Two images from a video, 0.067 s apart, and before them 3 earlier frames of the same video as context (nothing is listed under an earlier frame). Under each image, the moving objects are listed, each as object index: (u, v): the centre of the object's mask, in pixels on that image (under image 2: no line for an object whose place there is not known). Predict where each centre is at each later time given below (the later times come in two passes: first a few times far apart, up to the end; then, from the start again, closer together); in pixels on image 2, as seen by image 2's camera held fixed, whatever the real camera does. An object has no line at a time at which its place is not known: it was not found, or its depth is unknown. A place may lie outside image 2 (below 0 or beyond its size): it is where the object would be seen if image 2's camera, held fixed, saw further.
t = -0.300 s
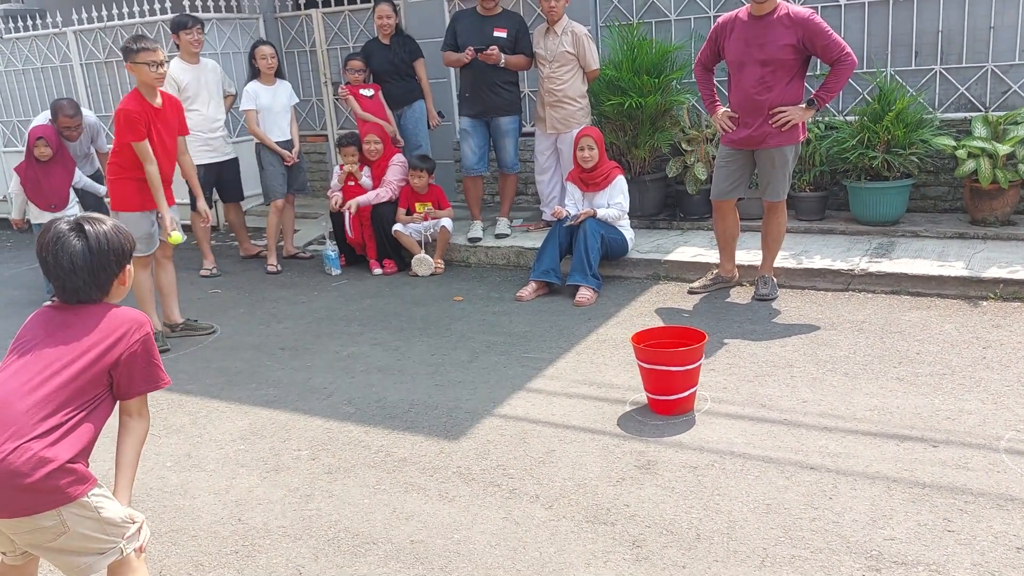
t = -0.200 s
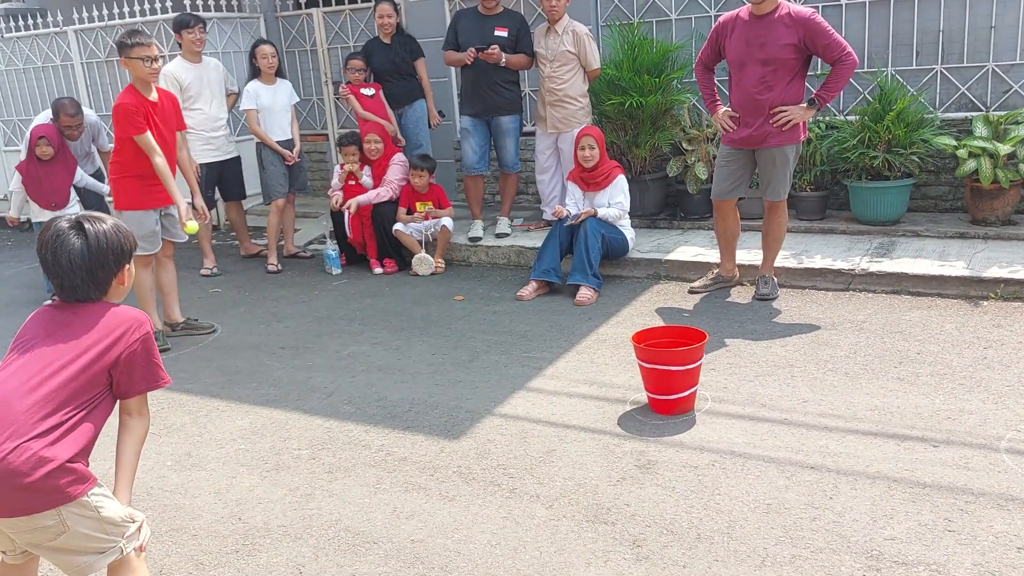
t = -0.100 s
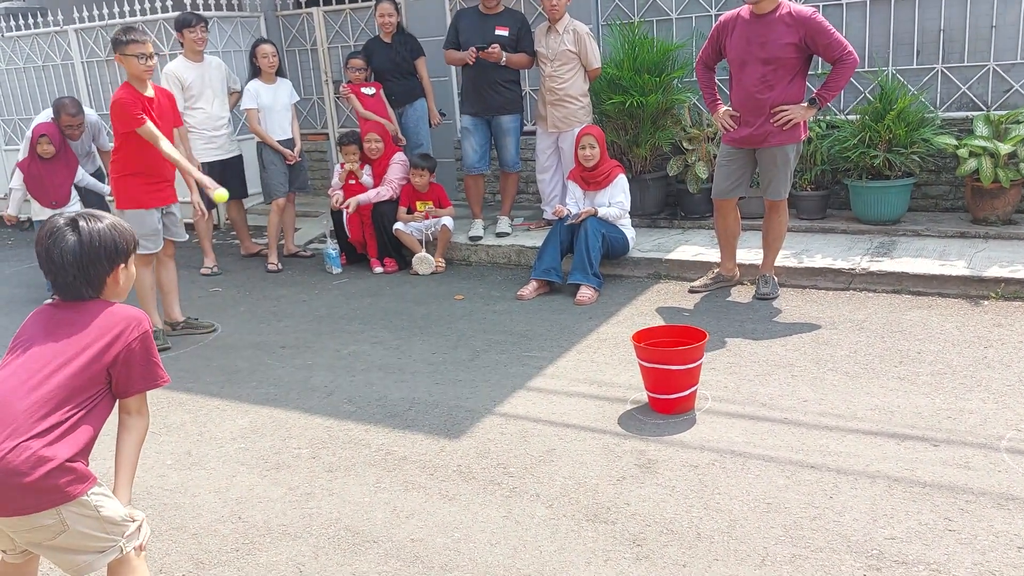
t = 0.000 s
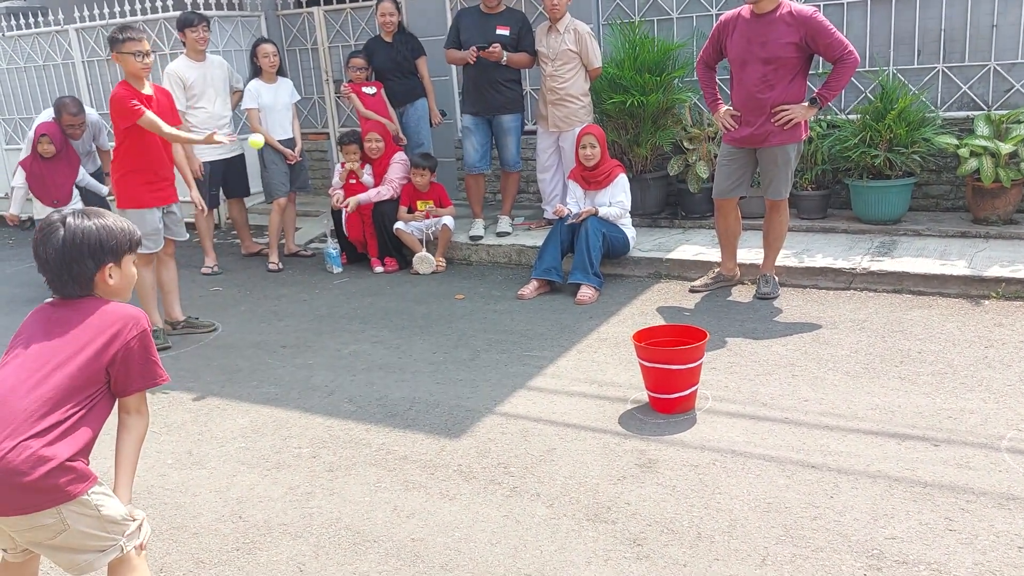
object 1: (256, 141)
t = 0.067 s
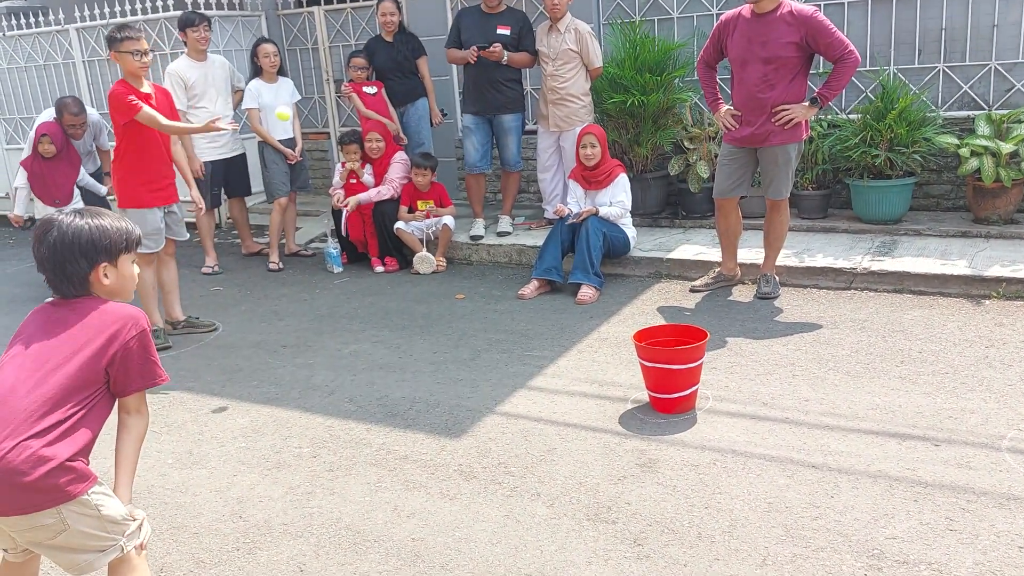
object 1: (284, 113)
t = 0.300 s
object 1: (401, 92)
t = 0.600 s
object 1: (629, 320)
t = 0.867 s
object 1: (768, 275)
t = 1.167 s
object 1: (955, 456)
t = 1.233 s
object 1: (1009, 439)
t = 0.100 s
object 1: (298, 103)
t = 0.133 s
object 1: (313, 94)
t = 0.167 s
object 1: (329, 89)
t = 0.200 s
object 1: (346, 85)
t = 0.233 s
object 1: (364, 85)
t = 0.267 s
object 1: (383, 87)
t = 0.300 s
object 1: (401, 92)
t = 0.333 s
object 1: (421, 100)
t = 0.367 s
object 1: (442, 112)
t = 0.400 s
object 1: (464, 126)
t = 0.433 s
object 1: (486, 143)
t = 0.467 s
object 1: (509, 165)
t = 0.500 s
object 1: (531, 190)
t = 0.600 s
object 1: (629, 320)
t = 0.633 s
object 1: (648, 328)
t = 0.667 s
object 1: (664, 311)
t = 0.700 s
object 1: (680, 298)
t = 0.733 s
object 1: (696, 288)
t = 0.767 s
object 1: (713, 280)
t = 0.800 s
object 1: (731, 275)
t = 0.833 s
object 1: (750, 274)
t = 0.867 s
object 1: (768, 275)
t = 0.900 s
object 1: (788, 280)
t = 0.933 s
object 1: (808, 288)
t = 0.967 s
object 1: (828, 301)
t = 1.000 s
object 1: (848, 316)
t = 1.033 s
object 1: (870, 336)
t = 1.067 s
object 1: (890, 359)
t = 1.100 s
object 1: (912, 388)
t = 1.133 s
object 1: (934, 420)
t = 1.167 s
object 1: (955, 456)
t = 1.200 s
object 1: (982, 460)
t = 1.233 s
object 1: (1009, 439)
